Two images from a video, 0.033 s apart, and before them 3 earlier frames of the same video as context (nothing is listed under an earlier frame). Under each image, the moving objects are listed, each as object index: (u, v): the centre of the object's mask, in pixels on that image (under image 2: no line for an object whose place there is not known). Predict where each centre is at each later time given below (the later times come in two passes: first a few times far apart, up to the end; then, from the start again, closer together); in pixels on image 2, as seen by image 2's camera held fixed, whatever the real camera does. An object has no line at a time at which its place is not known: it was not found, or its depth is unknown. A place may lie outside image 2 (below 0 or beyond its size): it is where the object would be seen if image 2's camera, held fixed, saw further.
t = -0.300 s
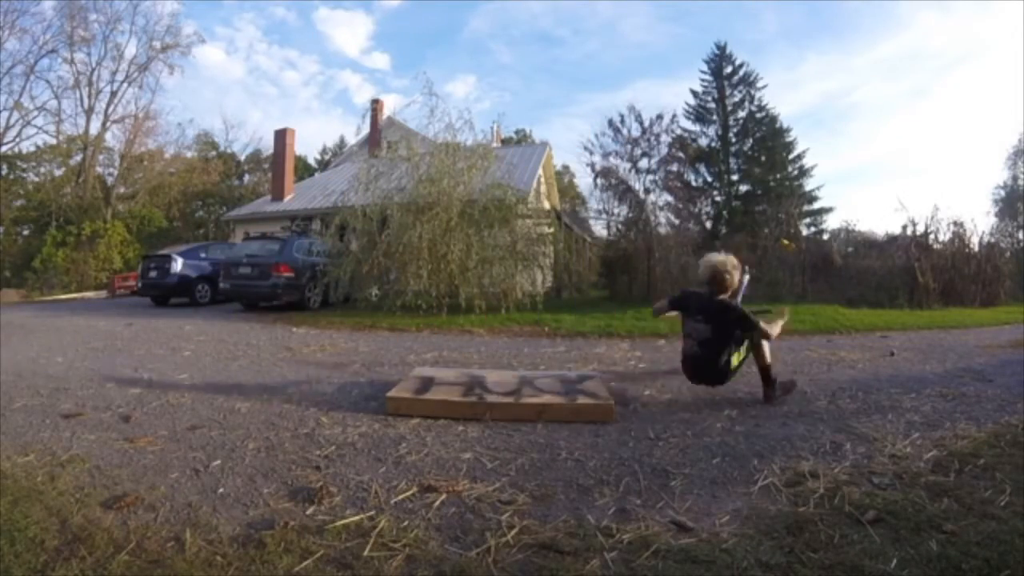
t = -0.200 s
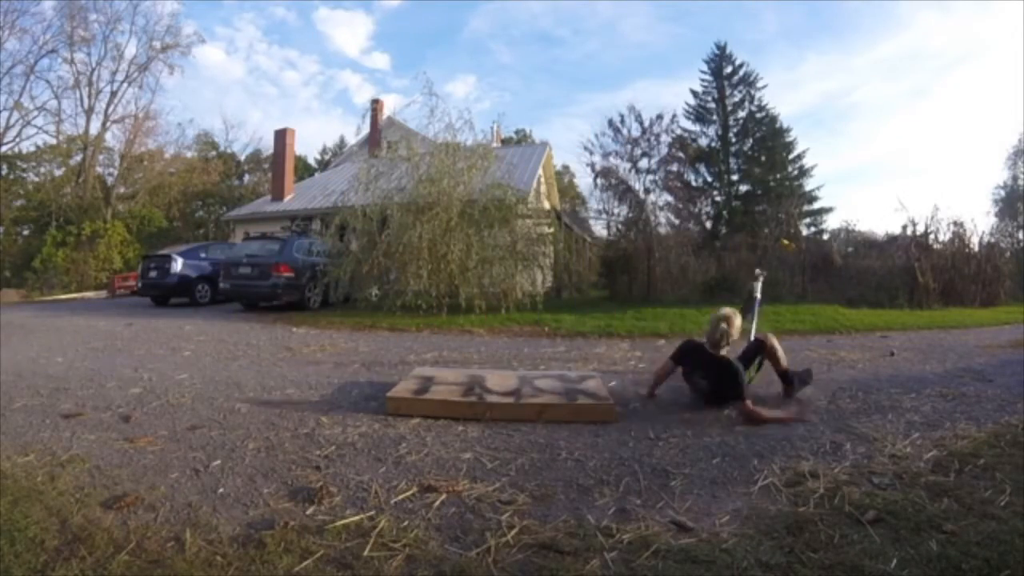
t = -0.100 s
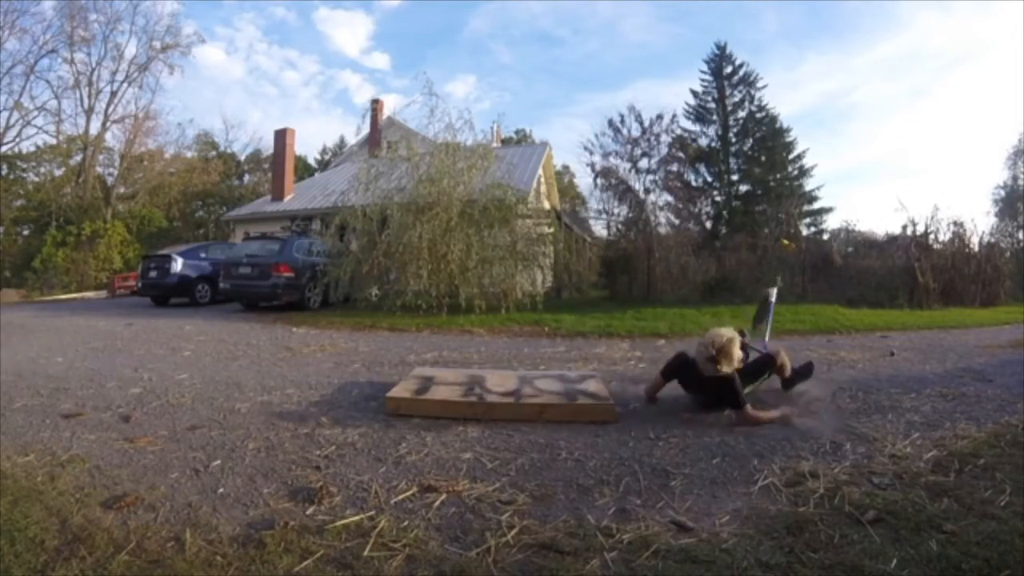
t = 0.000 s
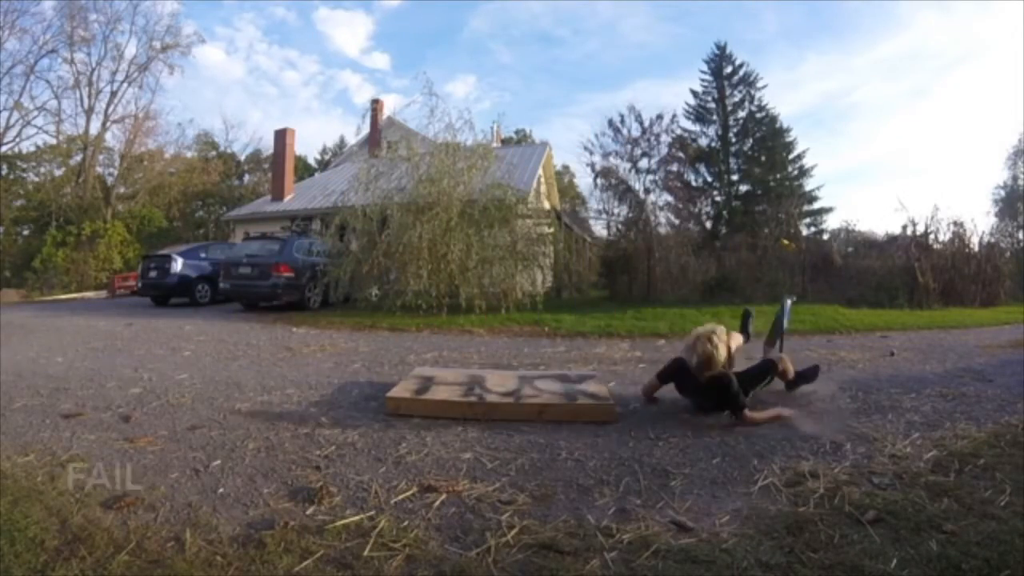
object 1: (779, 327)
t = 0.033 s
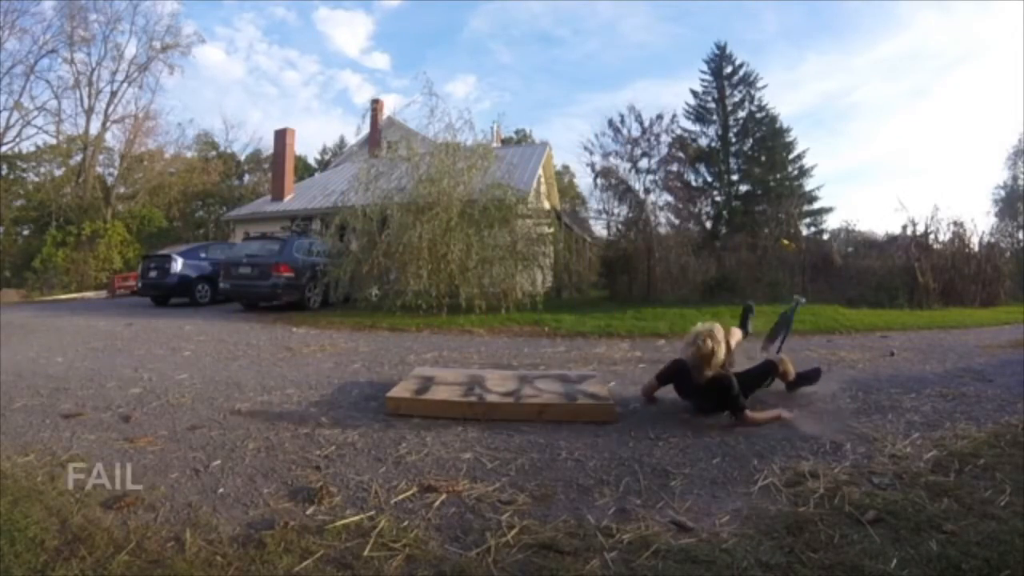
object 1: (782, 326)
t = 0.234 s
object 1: (809, 333)
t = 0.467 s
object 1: (848, 353)
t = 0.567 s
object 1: (859, 359)
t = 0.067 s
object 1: (786, 326)
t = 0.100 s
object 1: (792, 324)
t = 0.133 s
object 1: (799, 324)
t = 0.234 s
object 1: (809, 333)
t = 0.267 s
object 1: (816, 339)
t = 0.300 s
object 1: (820, 342)
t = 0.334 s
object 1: (828, 344)
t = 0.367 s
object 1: (835, 345)
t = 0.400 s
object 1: (838, 346)
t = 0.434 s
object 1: (843, 352)
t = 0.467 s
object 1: (848, 353)
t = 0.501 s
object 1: (853, 354)
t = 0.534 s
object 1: (856, 357)
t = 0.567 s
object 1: (859, 359)
